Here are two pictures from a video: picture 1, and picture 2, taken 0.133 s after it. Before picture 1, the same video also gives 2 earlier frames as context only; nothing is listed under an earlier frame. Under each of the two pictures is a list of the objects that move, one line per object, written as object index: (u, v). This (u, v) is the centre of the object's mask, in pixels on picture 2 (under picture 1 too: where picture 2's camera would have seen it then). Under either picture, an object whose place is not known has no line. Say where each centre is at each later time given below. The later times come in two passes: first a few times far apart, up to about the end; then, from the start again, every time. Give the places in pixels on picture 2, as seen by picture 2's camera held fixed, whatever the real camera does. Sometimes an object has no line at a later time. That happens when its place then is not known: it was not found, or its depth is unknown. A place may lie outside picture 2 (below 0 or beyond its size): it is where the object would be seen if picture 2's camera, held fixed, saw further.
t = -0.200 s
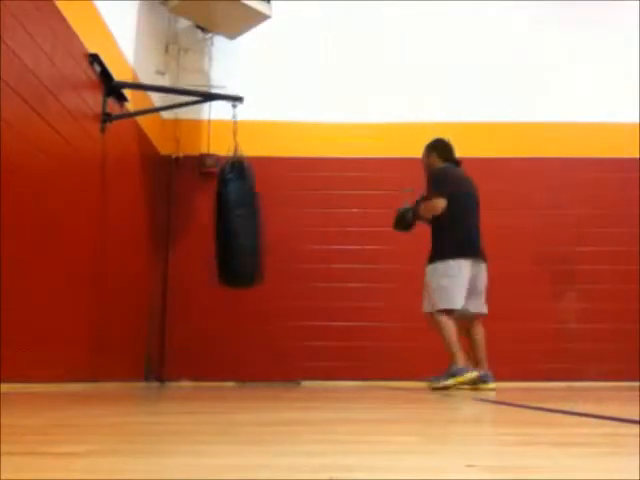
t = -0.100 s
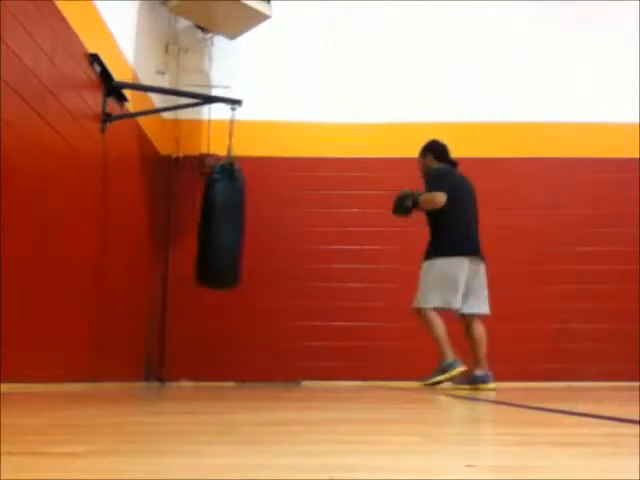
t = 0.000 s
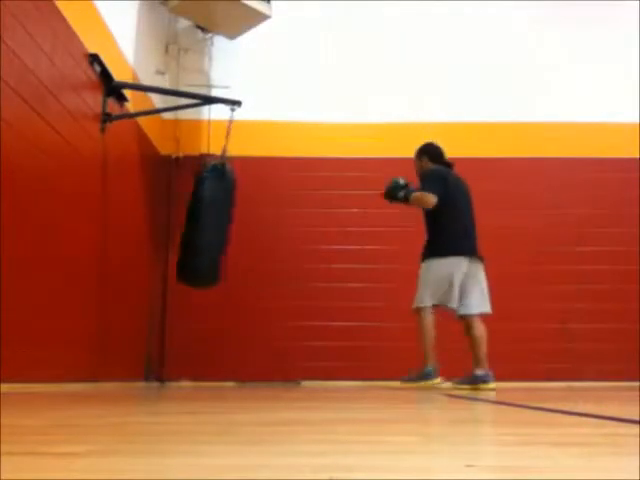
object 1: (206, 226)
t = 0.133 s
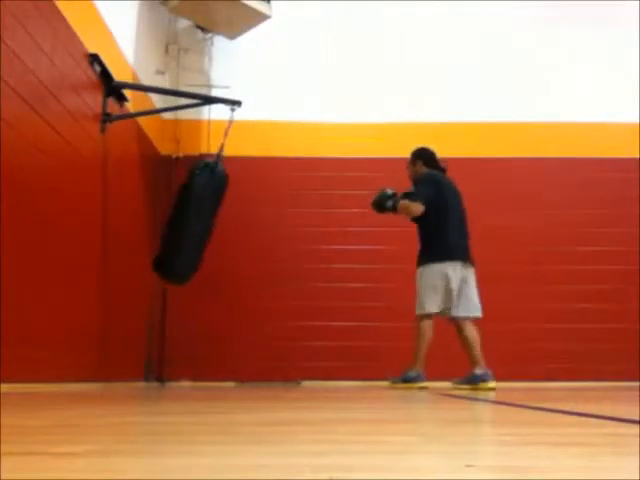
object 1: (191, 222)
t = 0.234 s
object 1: (183, 219)
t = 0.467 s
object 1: (178, 217)
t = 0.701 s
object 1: (194, 221)
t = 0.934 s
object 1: (225, 225)
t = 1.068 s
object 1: (245, 224)
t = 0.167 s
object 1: (188, 221)
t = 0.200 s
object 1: (185, 220)
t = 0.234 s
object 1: (183, 219)
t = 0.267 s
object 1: (182, 217)
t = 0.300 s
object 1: (180, 217)
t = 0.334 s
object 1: (179, 216)
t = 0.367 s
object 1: (178, 217)
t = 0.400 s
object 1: (179, 216)
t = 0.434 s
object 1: (178, 217)
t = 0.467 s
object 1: (178, 217)
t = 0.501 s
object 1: (180, 216)
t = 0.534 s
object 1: (181, 217)
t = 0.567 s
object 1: (183, 217)
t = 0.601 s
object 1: (185, 218)
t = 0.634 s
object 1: (188, 219)
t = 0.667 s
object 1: (191, 220)
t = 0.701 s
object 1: (194, 221)
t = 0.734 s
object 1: (197, 222)
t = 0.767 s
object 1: (201, 223)
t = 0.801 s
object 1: (206, 224)
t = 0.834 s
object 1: (210, 224)
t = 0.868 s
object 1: (215, 224)
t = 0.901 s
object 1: (220, 225)
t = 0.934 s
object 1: (225, 225)
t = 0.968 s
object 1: (229, 224)
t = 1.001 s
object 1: (234, 223)
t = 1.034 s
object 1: (240, 225)
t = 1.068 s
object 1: (245, 224)
